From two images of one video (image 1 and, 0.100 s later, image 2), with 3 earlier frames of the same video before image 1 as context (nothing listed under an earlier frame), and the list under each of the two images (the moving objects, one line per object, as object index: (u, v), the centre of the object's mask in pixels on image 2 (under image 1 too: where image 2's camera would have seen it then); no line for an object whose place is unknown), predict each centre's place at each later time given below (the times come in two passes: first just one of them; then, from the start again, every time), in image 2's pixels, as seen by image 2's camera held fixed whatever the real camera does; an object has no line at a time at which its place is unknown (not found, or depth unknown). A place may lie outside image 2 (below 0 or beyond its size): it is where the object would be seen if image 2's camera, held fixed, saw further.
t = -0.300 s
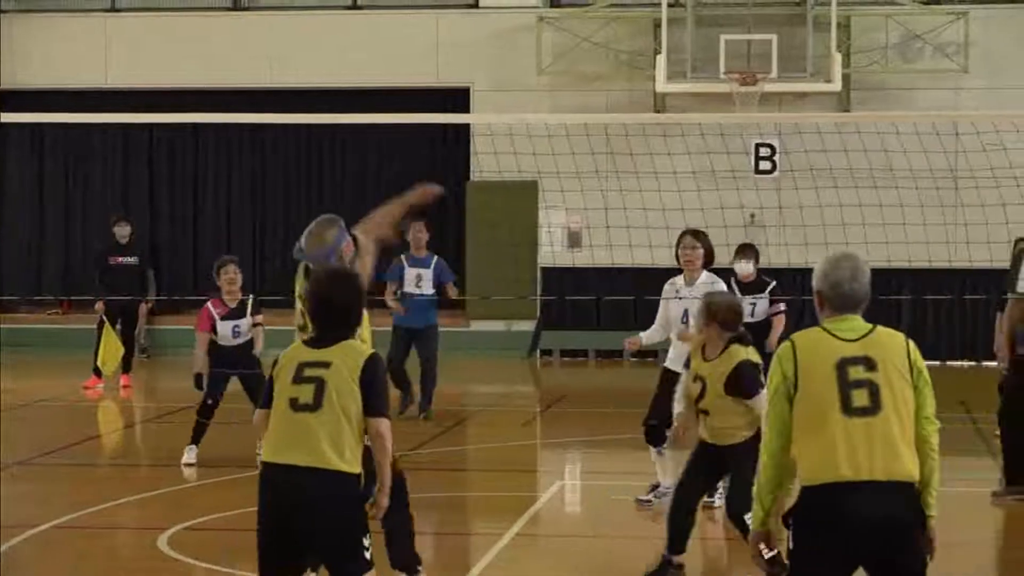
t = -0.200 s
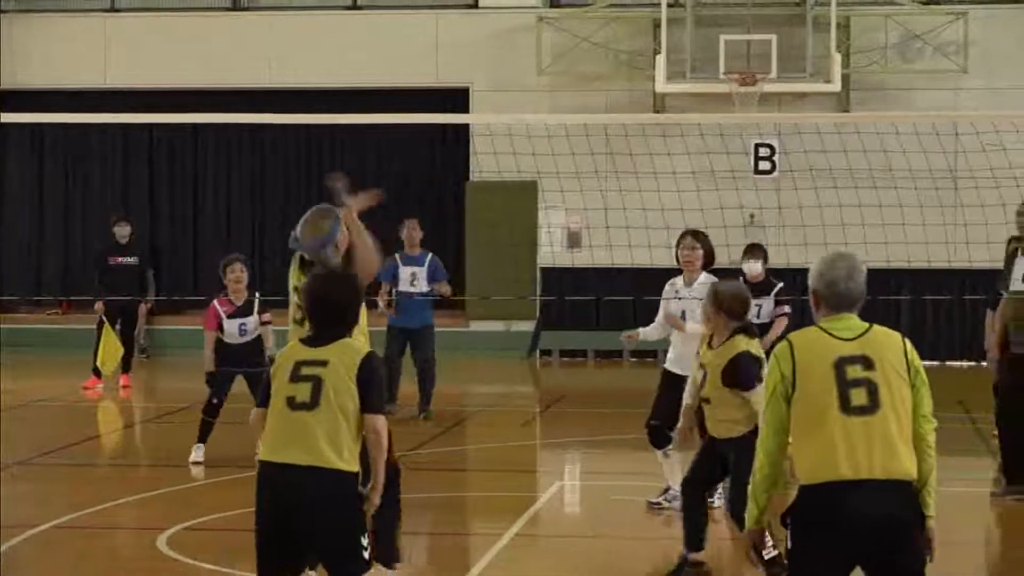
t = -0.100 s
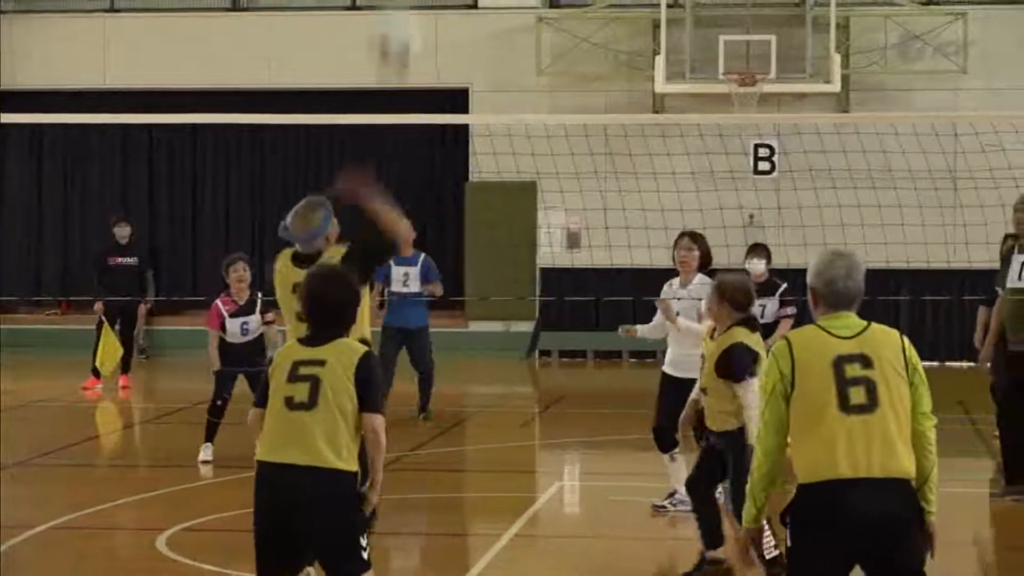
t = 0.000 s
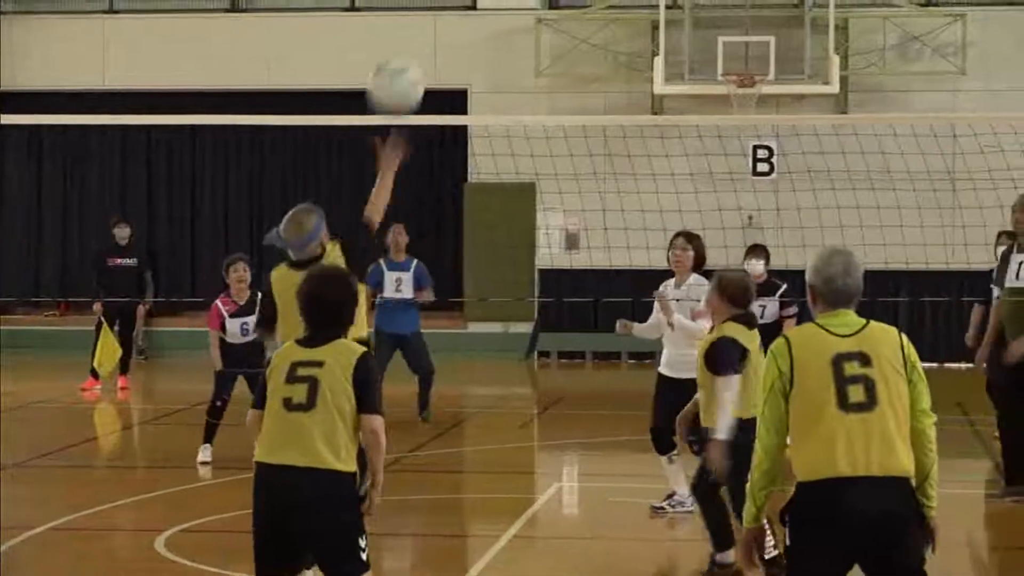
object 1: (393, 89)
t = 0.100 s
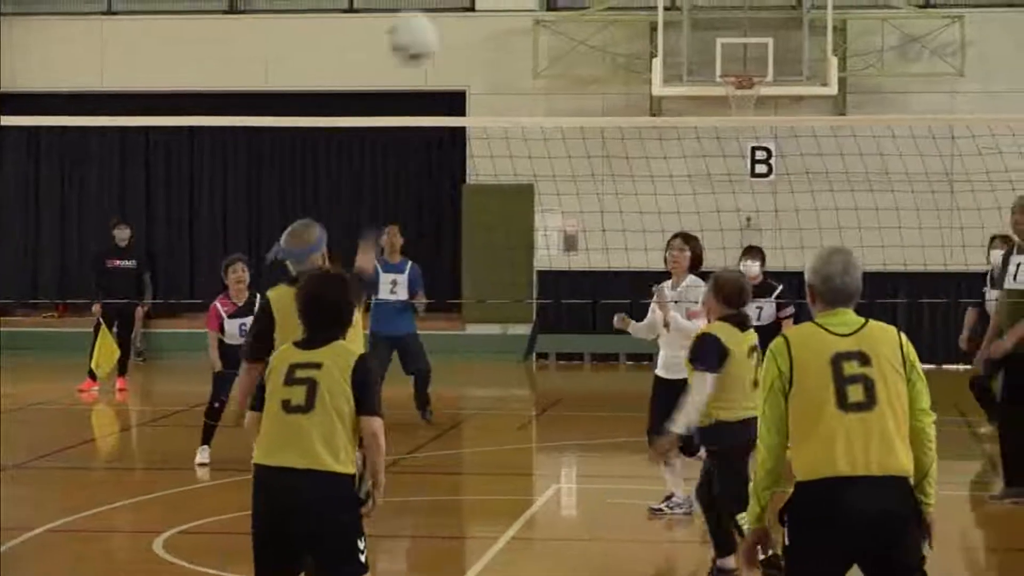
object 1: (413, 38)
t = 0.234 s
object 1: (421, 13)
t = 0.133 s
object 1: (415, 24)
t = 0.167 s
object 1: (417, 19)
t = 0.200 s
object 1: (419, 16)
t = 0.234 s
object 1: (421, 13)
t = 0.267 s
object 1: (422, 12)
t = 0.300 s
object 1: (423, 12)
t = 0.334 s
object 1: (422, 13)
